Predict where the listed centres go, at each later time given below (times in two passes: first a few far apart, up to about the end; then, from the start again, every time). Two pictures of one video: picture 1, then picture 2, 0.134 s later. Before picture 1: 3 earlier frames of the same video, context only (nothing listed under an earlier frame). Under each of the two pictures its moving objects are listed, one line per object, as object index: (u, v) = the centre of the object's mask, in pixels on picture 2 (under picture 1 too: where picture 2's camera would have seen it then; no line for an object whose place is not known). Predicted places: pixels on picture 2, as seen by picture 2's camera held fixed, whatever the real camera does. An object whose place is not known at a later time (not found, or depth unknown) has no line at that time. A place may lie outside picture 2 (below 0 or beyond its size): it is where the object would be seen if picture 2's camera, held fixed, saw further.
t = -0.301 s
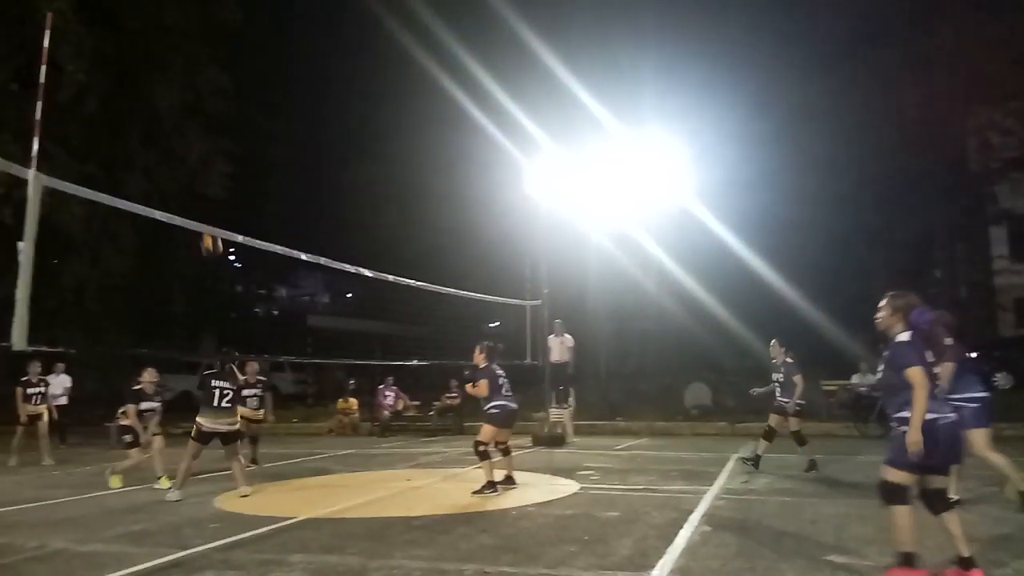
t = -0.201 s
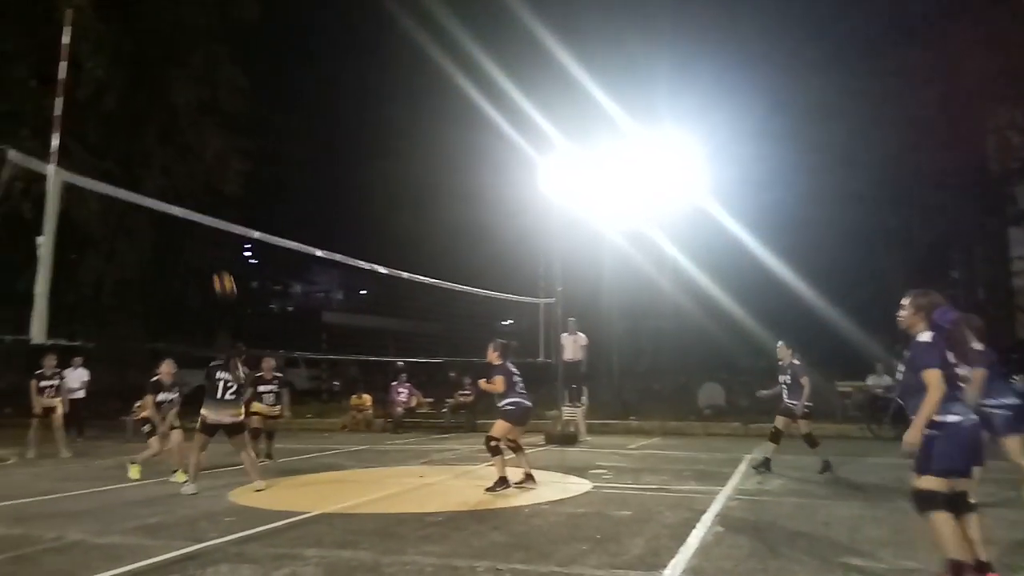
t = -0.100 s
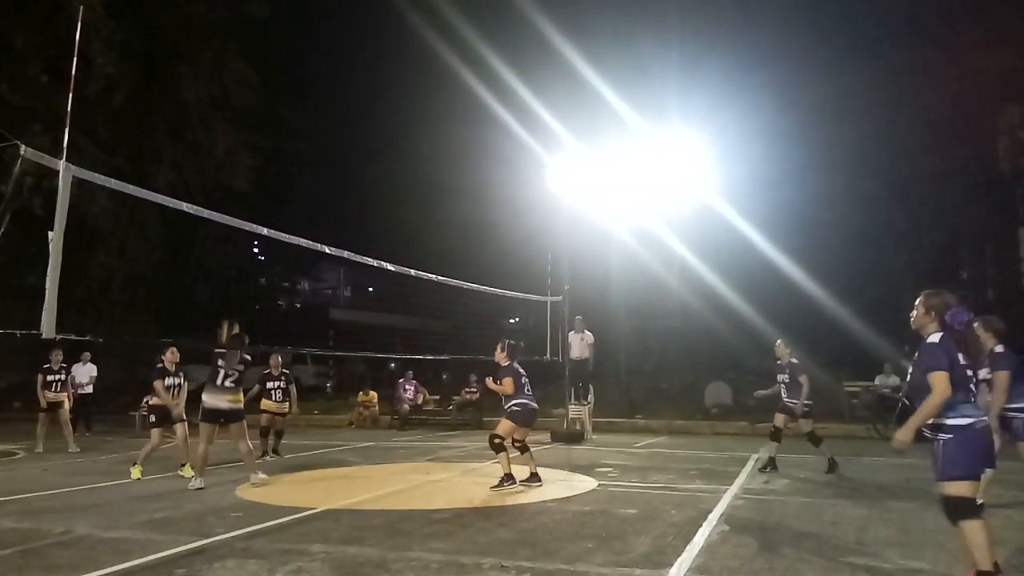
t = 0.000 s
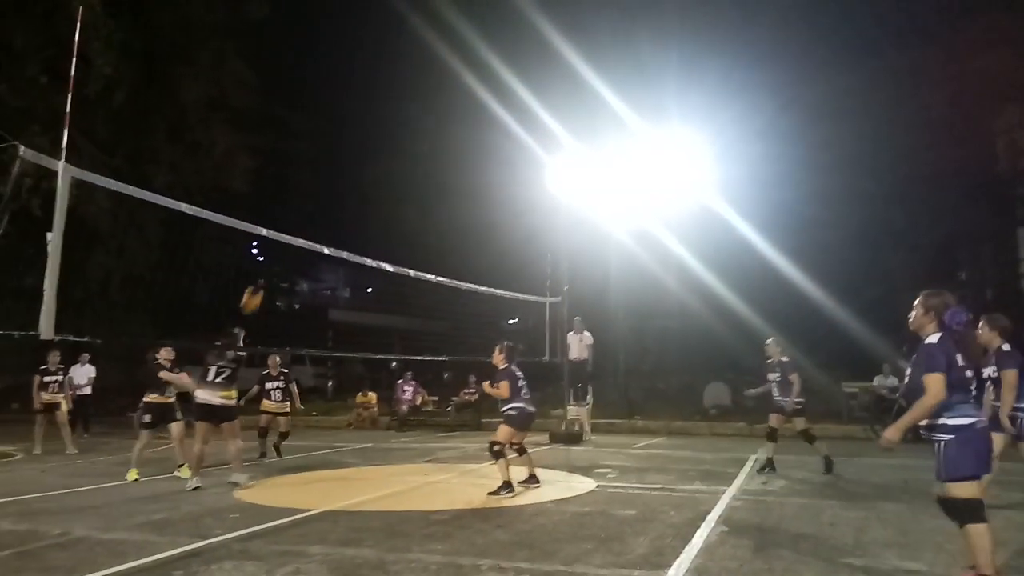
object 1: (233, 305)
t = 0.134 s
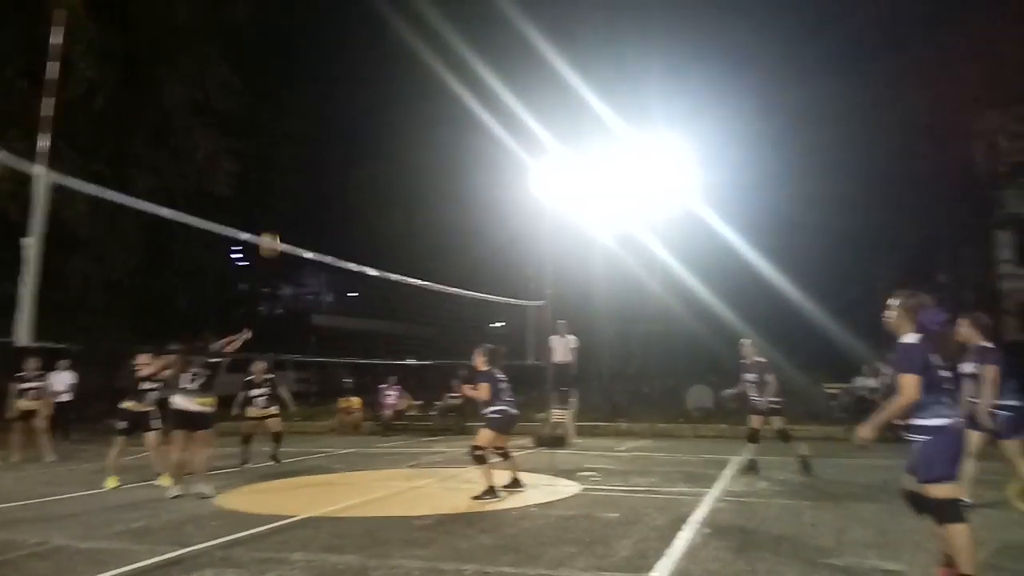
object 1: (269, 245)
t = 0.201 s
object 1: (288, 220)
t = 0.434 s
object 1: (348, 168)
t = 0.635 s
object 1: (400, 164)
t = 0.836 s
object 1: (450, 200)
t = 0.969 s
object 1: (483, 243)
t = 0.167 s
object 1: (278, 231)
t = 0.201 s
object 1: (288, 220)
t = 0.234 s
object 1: (296, 209)
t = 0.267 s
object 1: (305, 200)
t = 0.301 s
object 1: (314, 191)
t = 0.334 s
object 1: (322, 184)
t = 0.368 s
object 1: (331, 177)
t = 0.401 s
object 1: (340, 172)
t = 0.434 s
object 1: (348, 168)
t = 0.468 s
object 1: (357, 165)
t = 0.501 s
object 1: (365, 162)
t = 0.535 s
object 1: (374, 161)
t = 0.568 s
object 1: (382, 161)
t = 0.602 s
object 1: (391, 162)
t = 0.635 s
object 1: (400, 164)
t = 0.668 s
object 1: (409, 167)
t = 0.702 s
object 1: (418, 171)
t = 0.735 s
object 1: (426, 176)
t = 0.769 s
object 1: (434, 183)
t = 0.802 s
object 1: (443, 191)
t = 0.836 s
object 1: (450, 200)
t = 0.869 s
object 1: (459, 208)
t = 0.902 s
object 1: (467, 219)
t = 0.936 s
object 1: (475, 231)
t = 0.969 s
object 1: (483, 243)
